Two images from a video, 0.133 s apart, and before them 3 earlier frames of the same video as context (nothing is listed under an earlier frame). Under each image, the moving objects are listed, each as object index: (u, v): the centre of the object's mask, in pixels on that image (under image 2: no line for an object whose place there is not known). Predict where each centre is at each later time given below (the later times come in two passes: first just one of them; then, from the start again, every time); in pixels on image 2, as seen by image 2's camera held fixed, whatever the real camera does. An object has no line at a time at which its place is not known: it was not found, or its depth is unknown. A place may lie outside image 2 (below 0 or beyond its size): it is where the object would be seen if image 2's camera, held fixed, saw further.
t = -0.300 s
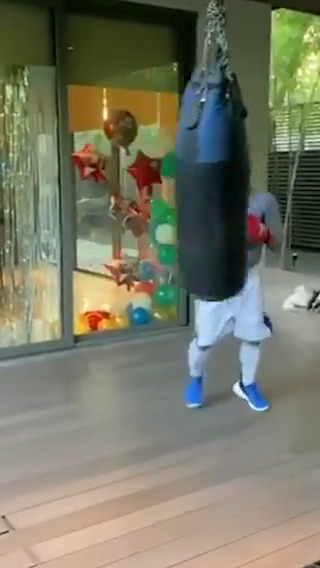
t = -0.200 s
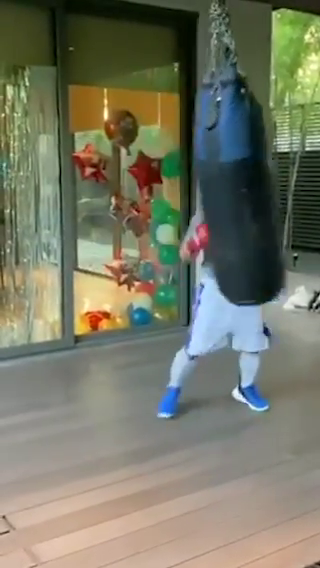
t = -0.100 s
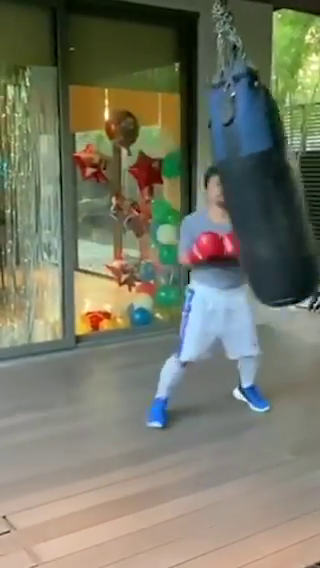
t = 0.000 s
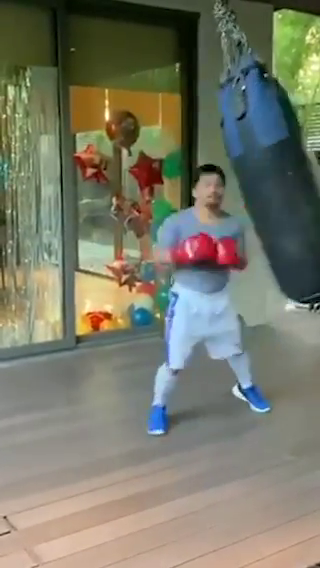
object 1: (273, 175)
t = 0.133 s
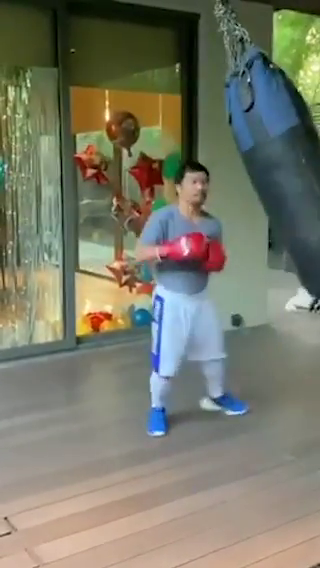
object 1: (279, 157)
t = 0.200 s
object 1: (280, 153)
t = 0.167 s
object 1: (279, 154)
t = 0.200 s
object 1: (280, 153)
